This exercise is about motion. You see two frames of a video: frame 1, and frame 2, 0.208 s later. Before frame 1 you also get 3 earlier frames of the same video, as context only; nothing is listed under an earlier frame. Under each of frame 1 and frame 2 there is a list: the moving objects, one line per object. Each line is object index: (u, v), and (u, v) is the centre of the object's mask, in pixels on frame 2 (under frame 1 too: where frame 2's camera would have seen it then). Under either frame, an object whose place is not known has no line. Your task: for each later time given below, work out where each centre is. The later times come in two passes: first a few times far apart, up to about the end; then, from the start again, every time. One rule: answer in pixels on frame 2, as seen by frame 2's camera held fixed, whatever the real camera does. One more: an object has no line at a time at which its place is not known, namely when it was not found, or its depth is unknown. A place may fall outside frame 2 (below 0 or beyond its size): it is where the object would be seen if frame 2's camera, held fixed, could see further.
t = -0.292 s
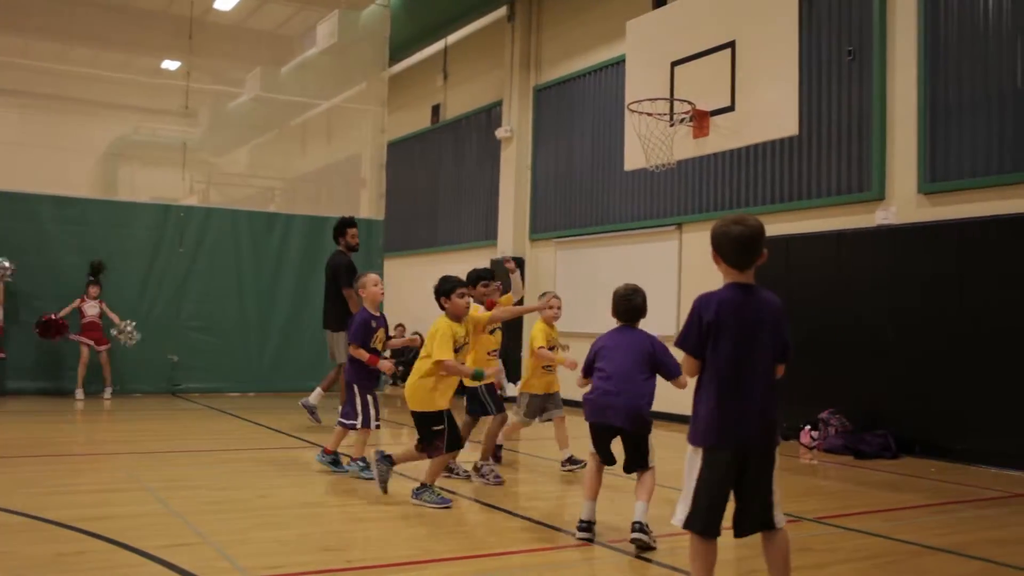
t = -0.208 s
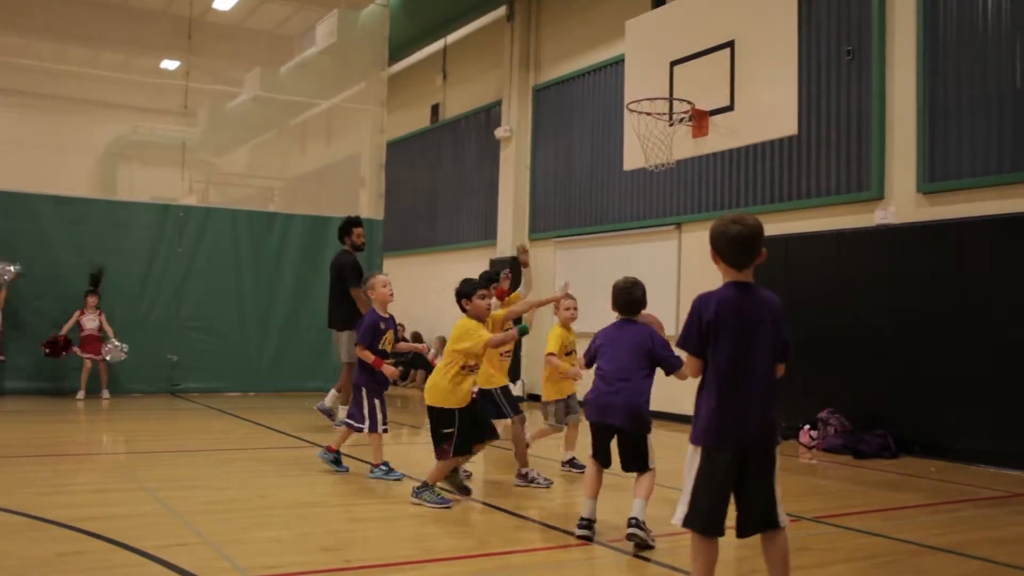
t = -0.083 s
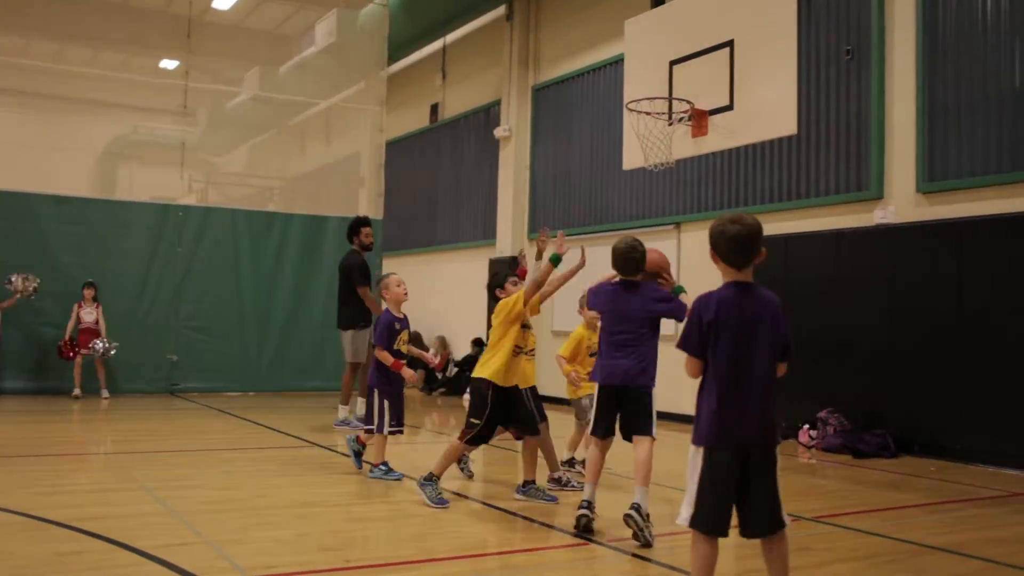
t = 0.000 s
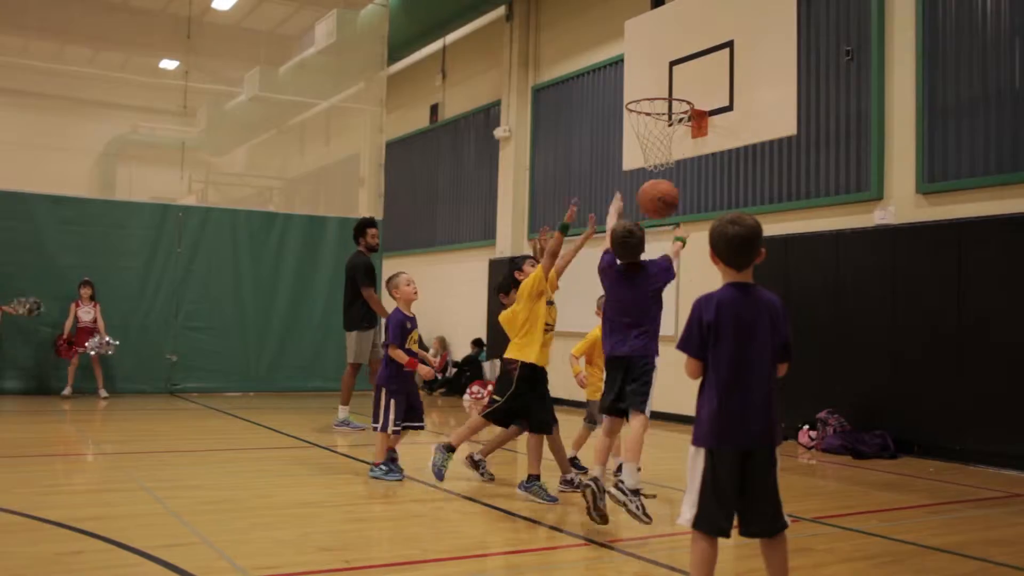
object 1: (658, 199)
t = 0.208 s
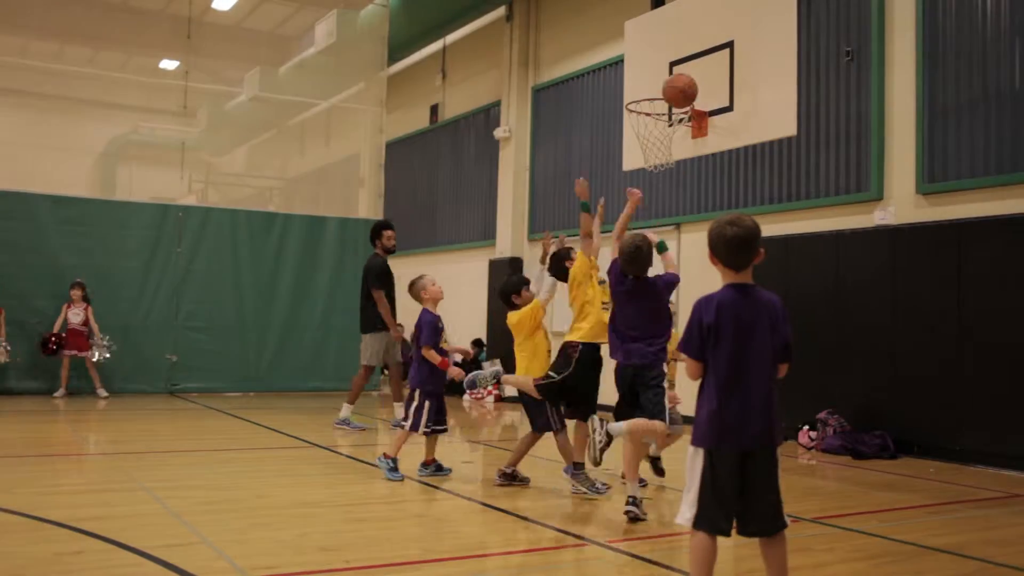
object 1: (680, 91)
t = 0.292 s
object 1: (687, 73)
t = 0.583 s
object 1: (663, 78)
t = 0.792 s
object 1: (623, 76)
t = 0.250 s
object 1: (684, 80)
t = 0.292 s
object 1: (687, 73)
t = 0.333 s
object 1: (690, 68)
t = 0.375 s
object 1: (693, 66)
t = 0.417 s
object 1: (696, 67)
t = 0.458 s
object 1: (698, 70)
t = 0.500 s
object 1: (693, 72)
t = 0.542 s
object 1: (678, 74)
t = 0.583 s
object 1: (663, 78)
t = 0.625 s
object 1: (648, 84)
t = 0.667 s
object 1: (633, 93)
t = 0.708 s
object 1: (629, 86)
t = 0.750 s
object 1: (627, 80)
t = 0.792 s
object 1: (623, 76)
